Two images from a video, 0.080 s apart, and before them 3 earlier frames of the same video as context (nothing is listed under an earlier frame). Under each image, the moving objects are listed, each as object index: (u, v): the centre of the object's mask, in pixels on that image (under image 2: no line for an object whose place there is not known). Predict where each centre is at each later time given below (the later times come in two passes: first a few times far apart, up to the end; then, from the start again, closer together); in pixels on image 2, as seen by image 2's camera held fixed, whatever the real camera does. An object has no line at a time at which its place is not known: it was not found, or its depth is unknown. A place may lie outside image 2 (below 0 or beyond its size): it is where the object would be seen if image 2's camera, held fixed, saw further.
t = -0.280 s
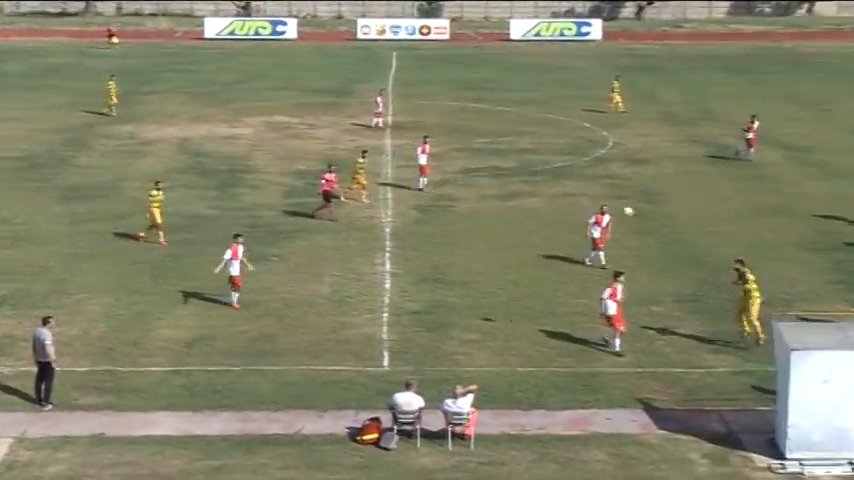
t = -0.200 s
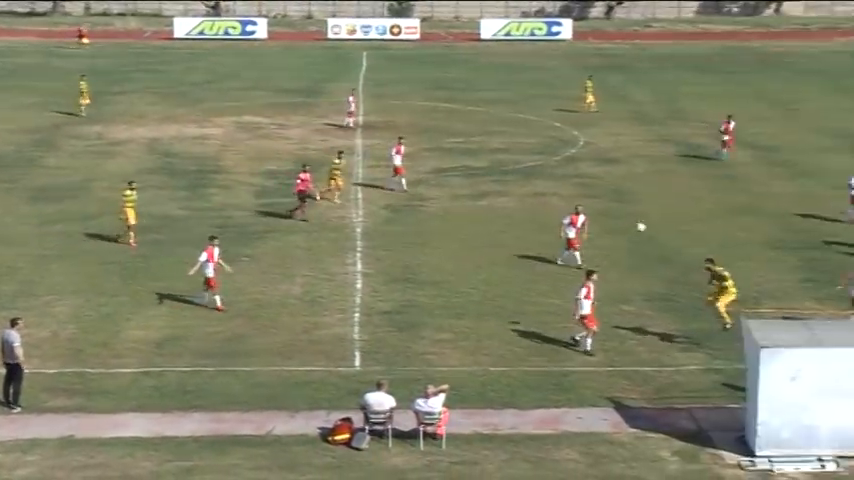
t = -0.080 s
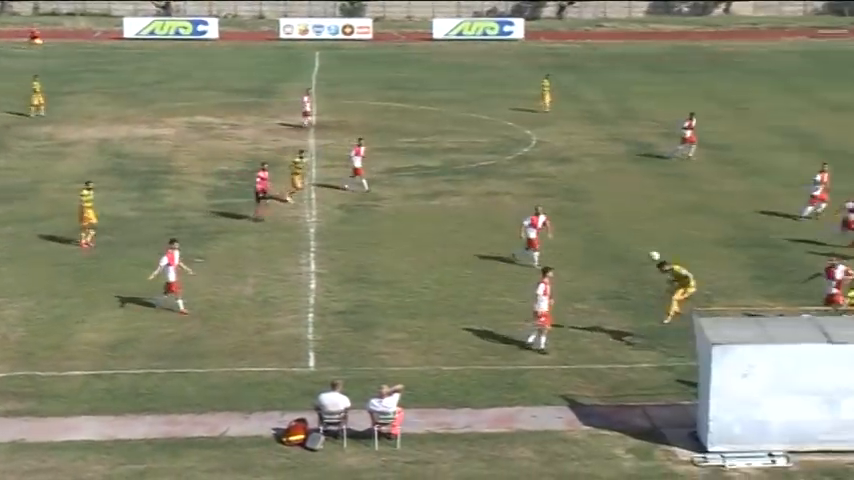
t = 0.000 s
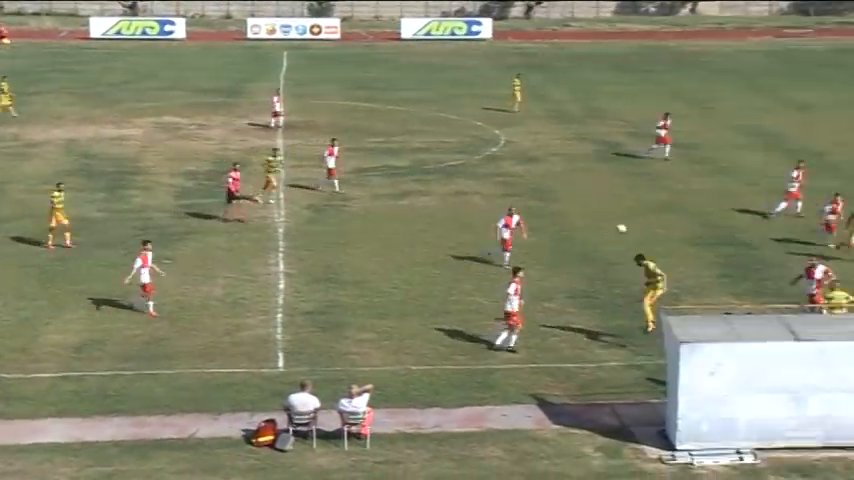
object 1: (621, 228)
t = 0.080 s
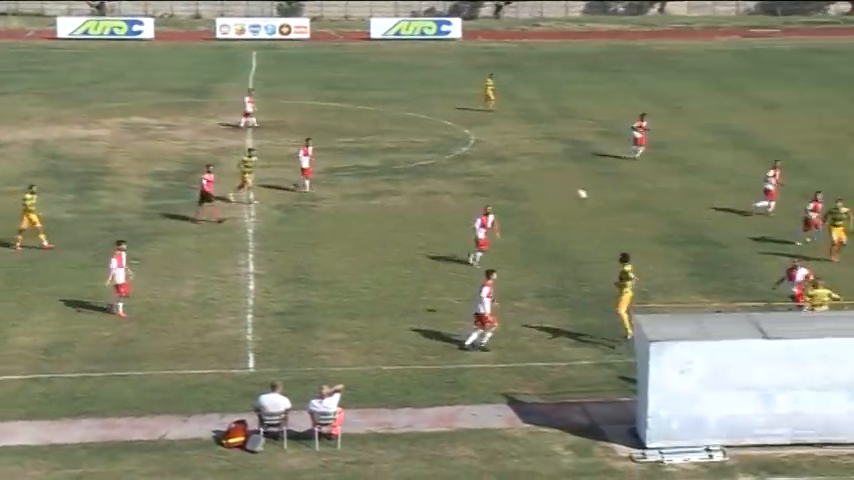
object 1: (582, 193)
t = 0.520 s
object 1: (527, 66)
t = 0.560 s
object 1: (521, 59)
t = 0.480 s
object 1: (531, 73)
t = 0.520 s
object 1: (527, 66)
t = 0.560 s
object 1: (521, 59)
